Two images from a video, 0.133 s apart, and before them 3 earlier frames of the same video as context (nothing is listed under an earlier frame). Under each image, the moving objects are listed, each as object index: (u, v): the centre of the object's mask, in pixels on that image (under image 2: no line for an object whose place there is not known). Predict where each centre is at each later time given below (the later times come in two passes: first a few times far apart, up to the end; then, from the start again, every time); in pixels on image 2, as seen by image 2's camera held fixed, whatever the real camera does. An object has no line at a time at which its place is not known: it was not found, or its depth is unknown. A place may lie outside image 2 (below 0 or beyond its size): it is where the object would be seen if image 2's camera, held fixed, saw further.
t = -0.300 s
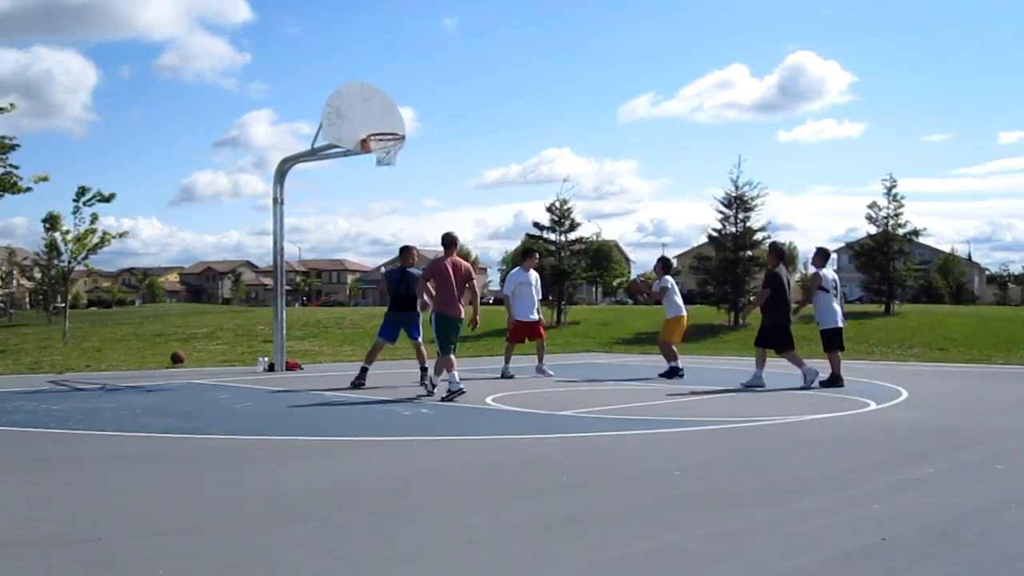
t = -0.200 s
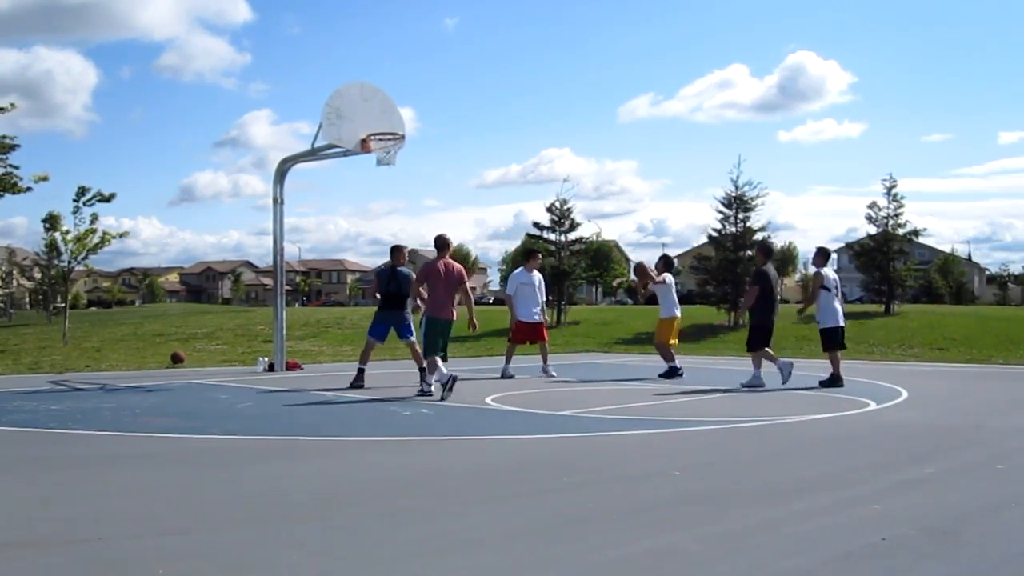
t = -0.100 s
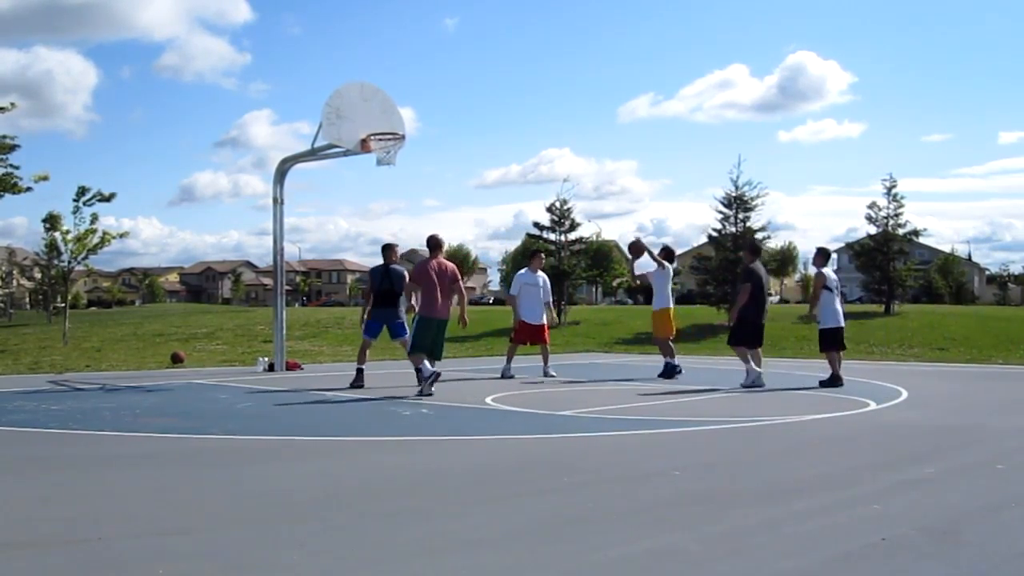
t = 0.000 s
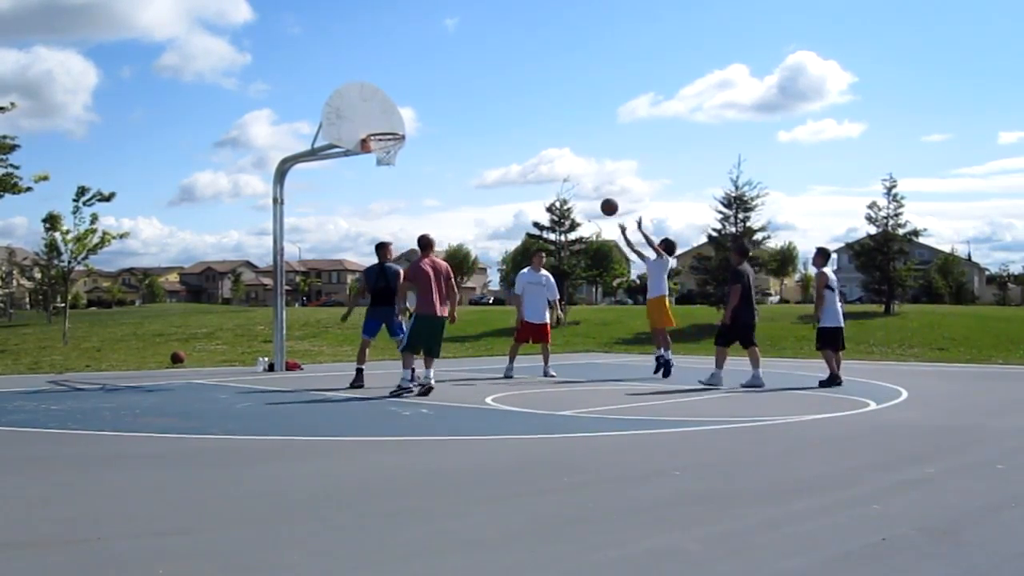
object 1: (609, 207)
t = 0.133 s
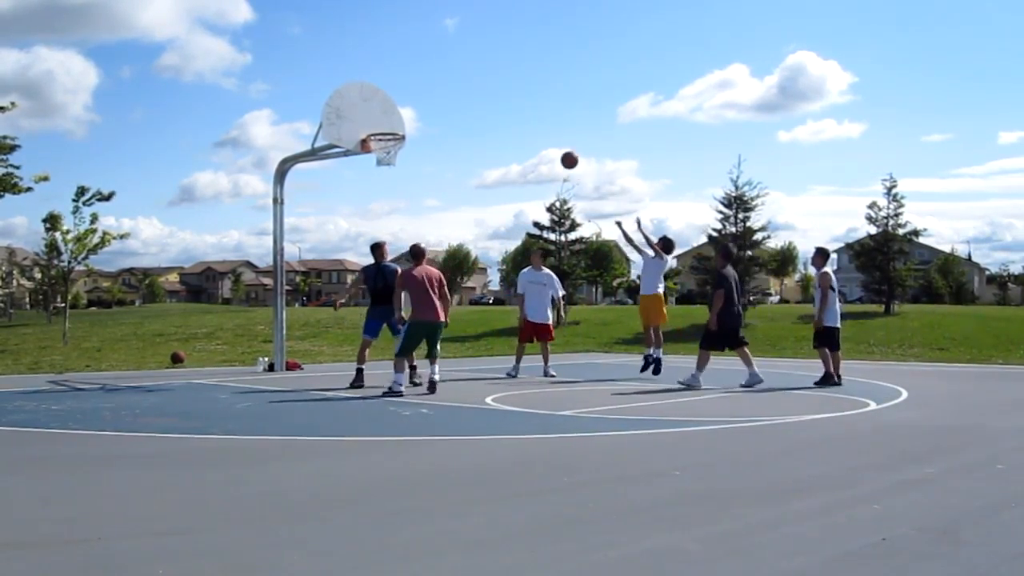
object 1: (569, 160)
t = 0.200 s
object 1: (549, 142)
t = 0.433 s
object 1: (479, 108)
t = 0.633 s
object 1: (421, 112)
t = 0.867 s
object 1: (394, 119)
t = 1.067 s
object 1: (412, 107)
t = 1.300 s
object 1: (432, 130)
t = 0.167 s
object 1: (559, 151)
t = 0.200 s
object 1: (549, 142)
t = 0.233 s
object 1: (539, 135)
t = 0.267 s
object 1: (529, 128)
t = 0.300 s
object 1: (519, 122)
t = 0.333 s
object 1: (509, 117)
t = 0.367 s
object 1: (499, 113)
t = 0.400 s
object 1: (489, 110)
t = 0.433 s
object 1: (479, 108)
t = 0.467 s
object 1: (470, 106)
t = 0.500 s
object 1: (460, 105)
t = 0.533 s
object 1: (450, 106)
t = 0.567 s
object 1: (440, 107)
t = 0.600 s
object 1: (431, 109)
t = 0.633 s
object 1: (421, 112)
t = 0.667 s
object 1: (412, 115)
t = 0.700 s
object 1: (402, 120)
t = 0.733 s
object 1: (392, 125)
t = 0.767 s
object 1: (387, 129)
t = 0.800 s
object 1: (389, 130)
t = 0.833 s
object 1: (391, 125)
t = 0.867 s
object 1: (394, 119)
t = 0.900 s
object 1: (397, 115)
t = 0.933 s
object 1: (400, 112)
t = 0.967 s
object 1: (403, 109)
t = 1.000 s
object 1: (406, 107)
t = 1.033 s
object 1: (409, 107)
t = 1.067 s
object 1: (412, 107)
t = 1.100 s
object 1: (415, 108)
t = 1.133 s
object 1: (418, 109)
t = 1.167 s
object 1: (420, 112)
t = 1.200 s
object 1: (423, 115)
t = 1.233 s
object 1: (426, 120)
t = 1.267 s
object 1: (429, 125)
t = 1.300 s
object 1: (432, 130)
